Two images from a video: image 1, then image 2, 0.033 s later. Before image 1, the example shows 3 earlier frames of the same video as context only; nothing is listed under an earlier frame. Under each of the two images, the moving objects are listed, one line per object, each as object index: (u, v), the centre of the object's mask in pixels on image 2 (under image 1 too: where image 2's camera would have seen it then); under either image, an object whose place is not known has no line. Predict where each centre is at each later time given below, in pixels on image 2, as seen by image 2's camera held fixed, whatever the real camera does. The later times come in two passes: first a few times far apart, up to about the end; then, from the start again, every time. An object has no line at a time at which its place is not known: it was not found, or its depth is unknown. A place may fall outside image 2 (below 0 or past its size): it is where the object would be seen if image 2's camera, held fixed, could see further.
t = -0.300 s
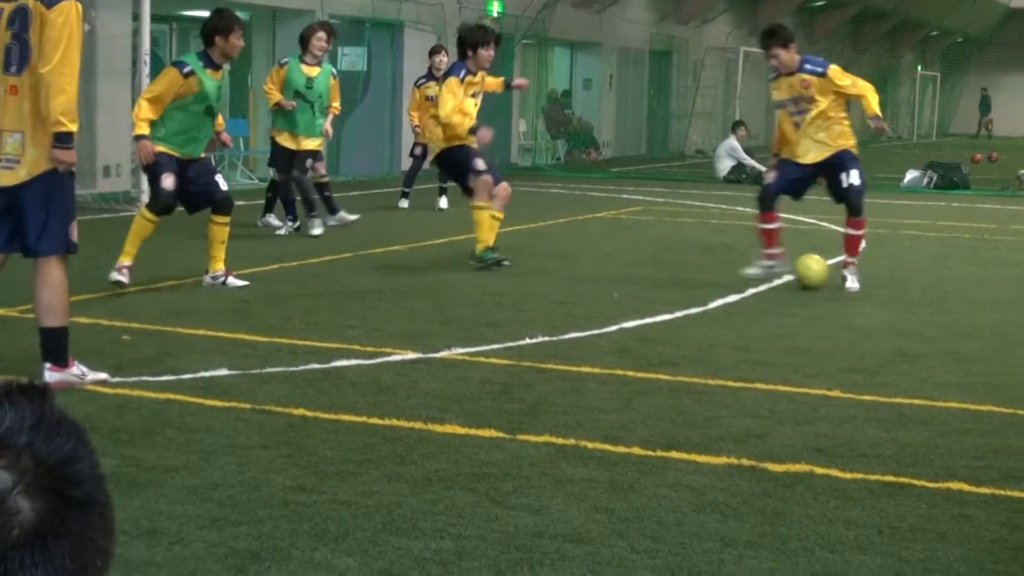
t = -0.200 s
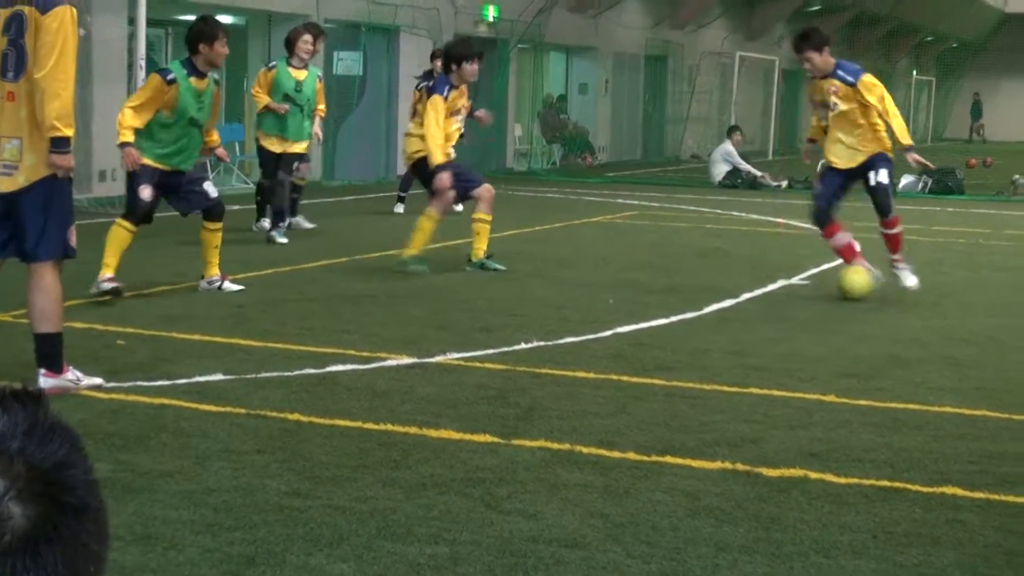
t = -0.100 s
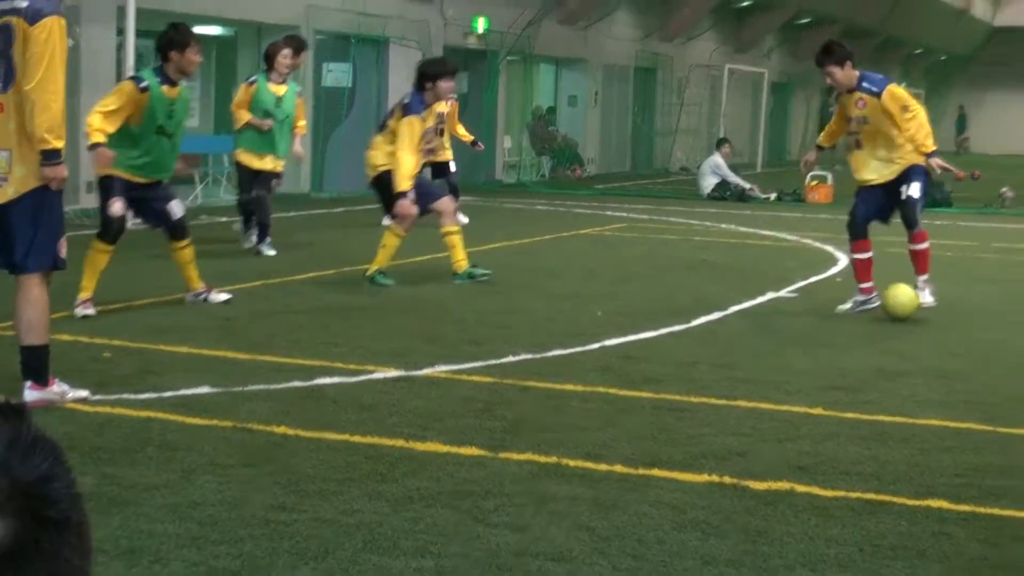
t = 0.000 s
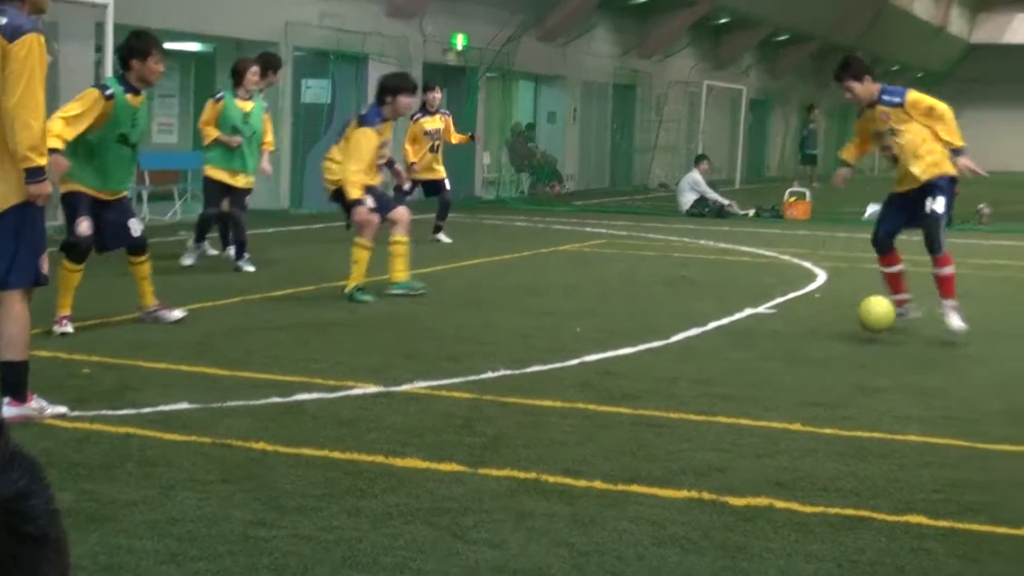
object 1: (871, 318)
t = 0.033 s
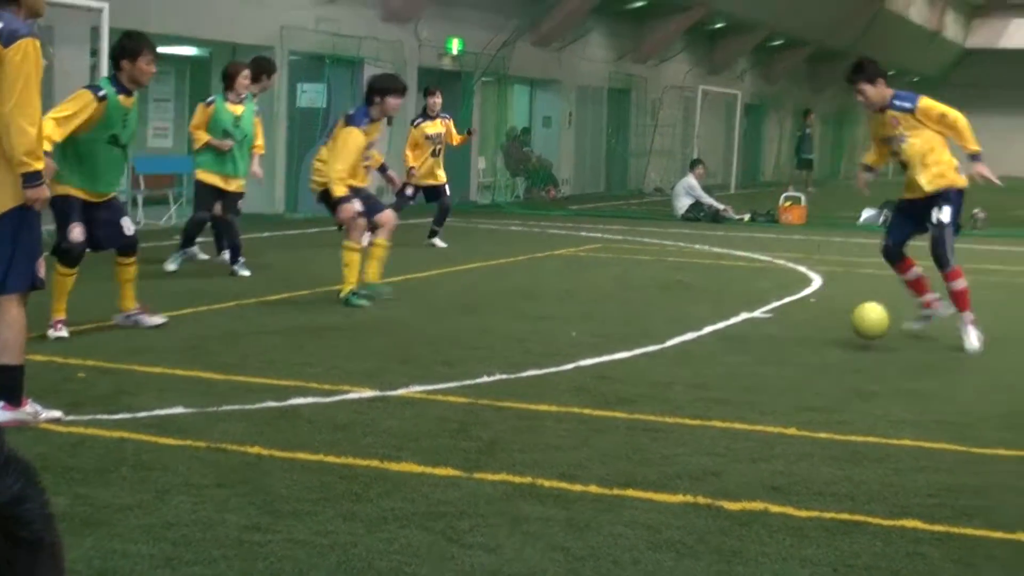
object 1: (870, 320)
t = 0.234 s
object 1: (864, 339)
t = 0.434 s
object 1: (860, 345)
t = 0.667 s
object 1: (853, 353)
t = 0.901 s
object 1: (846, 361)
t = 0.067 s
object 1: (869, 325)
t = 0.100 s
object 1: (867, 333)
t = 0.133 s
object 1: (866, 335)
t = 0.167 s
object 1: (866, 335)
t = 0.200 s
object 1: (865, 336)
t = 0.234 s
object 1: (864, 339)
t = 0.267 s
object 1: (864, 340)
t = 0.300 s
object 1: (863, 341)
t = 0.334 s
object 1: (862, 342)
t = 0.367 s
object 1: (862, 343)
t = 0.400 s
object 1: (861, 344)
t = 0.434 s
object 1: (860, 345)
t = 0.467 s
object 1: (859, 346)
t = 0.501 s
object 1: (858, 347)
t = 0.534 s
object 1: (857, 349)
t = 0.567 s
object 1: (856, 350)
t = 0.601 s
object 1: (855, 351)
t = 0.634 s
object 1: (854, 353)
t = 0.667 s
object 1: (853, 353)
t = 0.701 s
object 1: (852, 355)
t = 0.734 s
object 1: (851, 356)
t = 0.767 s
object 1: (850, 357)
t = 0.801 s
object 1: (849, 359)
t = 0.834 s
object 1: (848, 360)
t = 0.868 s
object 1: (847, 360)
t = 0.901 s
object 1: (846, 361)
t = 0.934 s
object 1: (844, 363)
